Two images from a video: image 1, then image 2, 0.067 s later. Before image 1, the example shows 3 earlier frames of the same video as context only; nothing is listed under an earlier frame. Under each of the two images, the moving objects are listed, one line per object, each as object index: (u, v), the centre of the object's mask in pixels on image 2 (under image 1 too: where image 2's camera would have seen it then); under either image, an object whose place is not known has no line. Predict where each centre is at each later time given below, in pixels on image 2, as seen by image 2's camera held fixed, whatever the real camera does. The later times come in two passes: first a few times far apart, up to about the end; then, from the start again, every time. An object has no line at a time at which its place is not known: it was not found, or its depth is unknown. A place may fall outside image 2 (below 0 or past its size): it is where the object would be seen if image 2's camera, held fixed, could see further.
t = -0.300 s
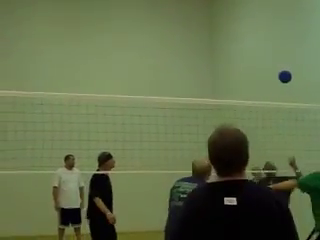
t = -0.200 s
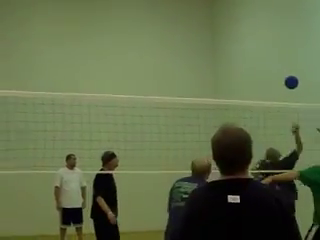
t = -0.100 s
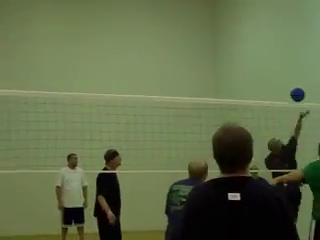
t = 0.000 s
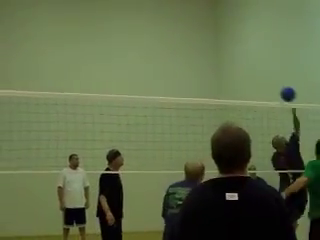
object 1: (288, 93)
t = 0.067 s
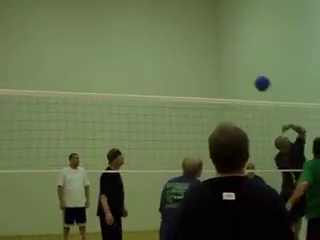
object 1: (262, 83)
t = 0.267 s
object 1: (175, 70)
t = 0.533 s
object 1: (49, 103)
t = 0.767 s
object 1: (-26, 162)
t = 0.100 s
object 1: (248, 79)
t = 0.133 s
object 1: (233, 76)
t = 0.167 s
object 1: (219, 74)
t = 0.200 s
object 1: (205, 72)
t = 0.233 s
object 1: (190, 71)
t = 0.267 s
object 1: (175, 70)
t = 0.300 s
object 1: (160, 71)
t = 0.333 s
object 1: (145, 73)
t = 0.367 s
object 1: (125, 77)
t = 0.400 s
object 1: (114, 79)
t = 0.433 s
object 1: (97, 83)
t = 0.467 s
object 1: (81, 86)
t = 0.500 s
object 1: (65, 96)
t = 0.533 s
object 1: (49, 103)
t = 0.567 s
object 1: (32, 111)
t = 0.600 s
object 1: (15, 120)
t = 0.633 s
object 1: (-2, 130)
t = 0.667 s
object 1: (-19, 140)
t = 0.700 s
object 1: (-32, 148)
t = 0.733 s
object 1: (-36, 155)
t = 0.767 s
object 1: (-26, 162)
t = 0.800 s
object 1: (-15, 169)
